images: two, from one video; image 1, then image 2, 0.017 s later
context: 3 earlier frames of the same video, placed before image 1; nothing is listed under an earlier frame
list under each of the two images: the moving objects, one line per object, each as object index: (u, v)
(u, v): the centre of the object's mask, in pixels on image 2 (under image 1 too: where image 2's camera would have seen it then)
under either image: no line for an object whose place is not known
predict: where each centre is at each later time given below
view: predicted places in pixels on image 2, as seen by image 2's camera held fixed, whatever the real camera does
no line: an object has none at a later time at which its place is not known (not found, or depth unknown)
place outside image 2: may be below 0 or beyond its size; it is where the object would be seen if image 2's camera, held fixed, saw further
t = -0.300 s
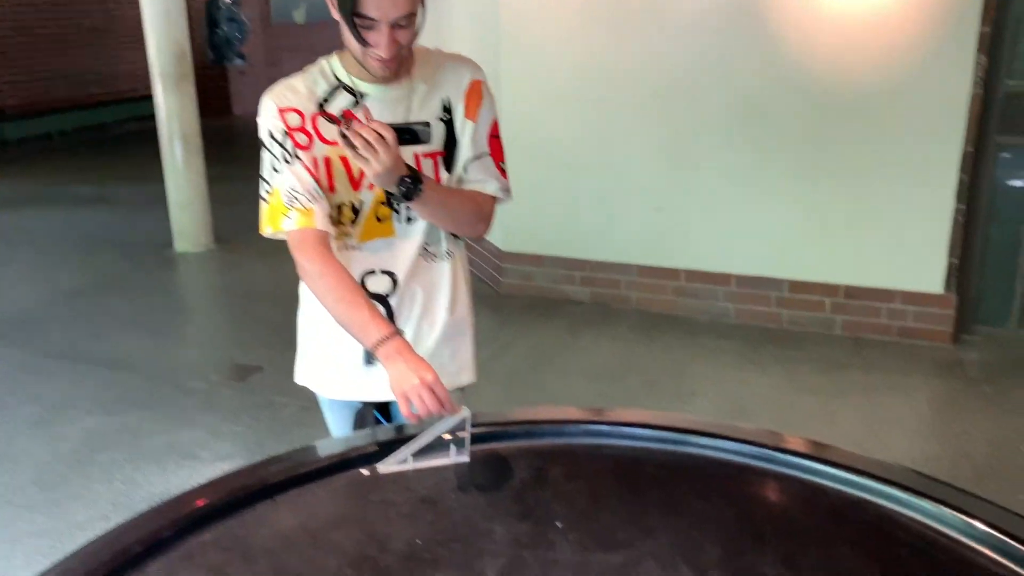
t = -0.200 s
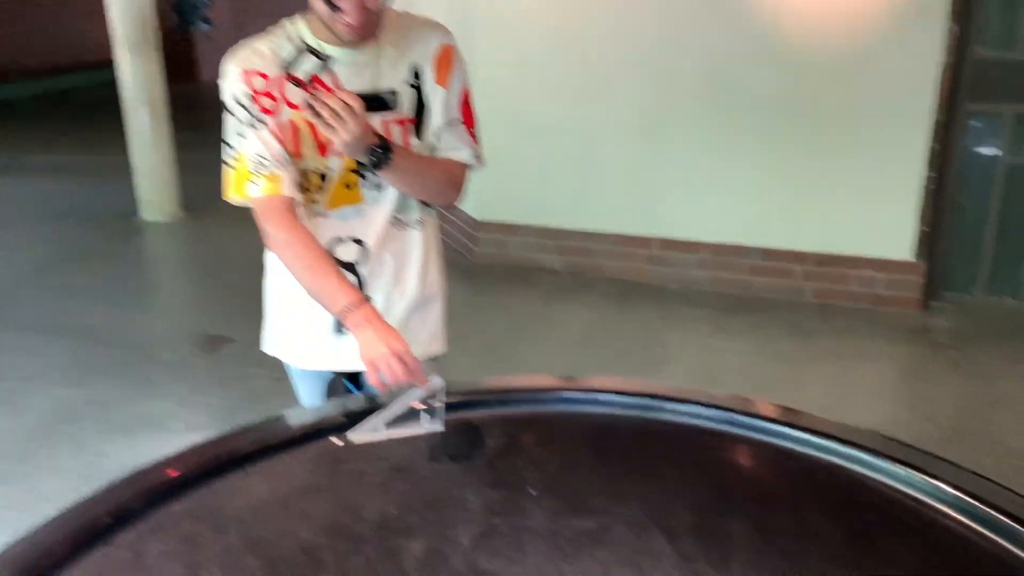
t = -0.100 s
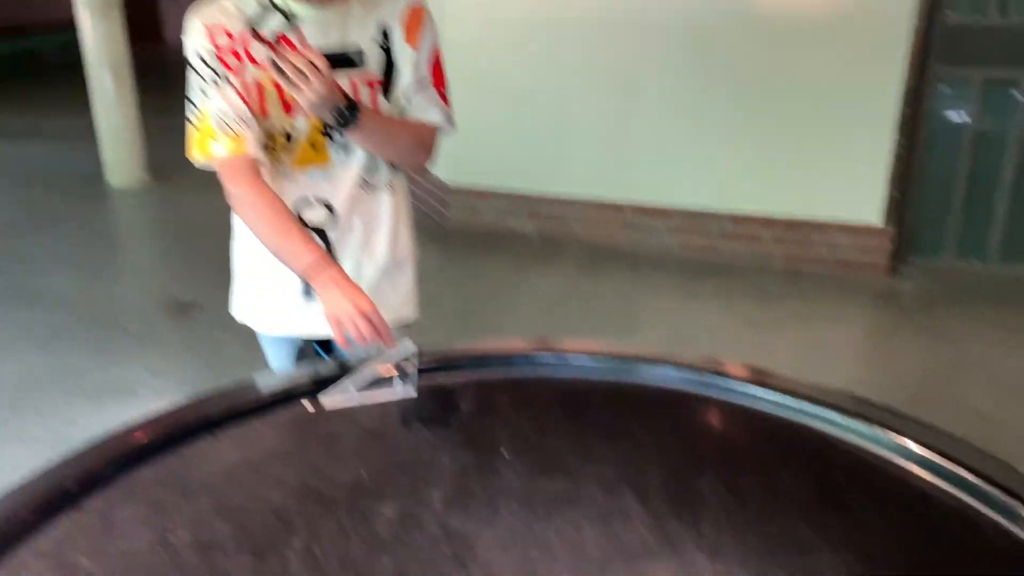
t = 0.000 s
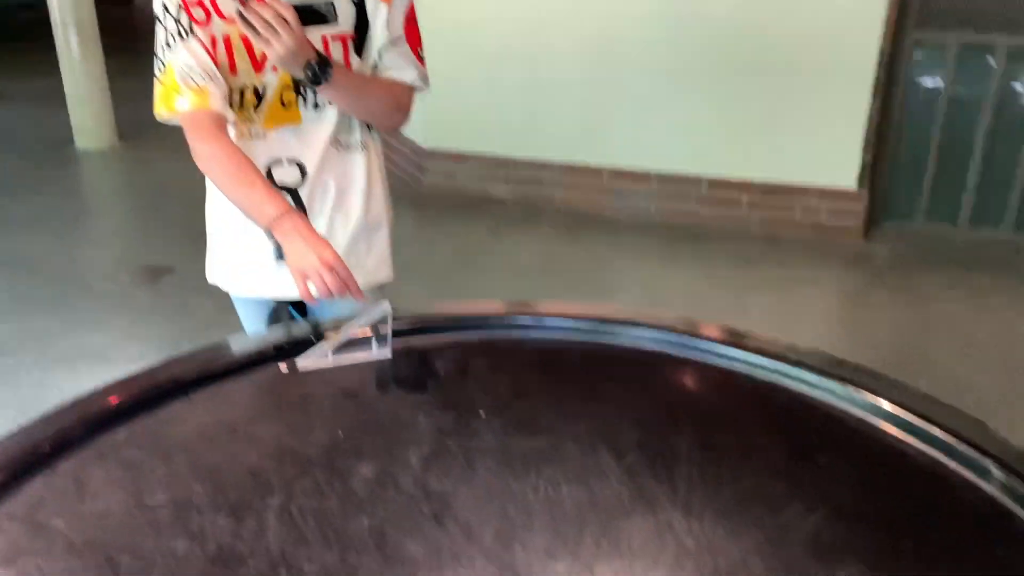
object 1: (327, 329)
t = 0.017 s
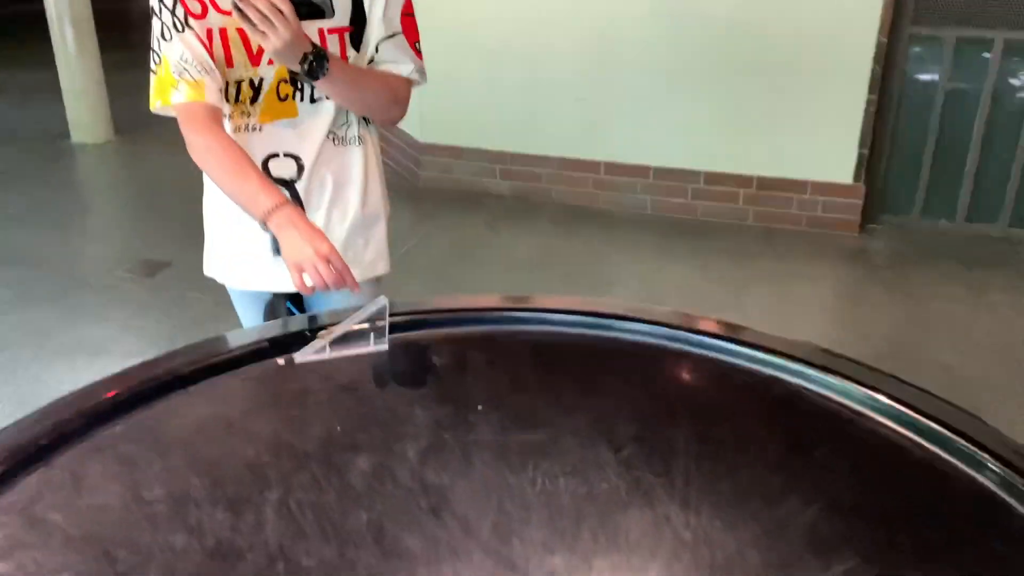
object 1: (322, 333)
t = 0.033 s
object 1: (317, 338)
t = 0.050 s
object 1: (312, 342)
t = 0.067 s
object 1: (305, 346)
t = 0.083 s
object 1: (300, 350)
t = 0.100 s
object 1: (292, 354)
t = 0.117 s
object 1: (286, 357)
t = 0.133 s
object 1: (280, 359)
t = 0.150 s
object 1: (276, 363)
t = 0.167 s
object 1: (269, 366)
